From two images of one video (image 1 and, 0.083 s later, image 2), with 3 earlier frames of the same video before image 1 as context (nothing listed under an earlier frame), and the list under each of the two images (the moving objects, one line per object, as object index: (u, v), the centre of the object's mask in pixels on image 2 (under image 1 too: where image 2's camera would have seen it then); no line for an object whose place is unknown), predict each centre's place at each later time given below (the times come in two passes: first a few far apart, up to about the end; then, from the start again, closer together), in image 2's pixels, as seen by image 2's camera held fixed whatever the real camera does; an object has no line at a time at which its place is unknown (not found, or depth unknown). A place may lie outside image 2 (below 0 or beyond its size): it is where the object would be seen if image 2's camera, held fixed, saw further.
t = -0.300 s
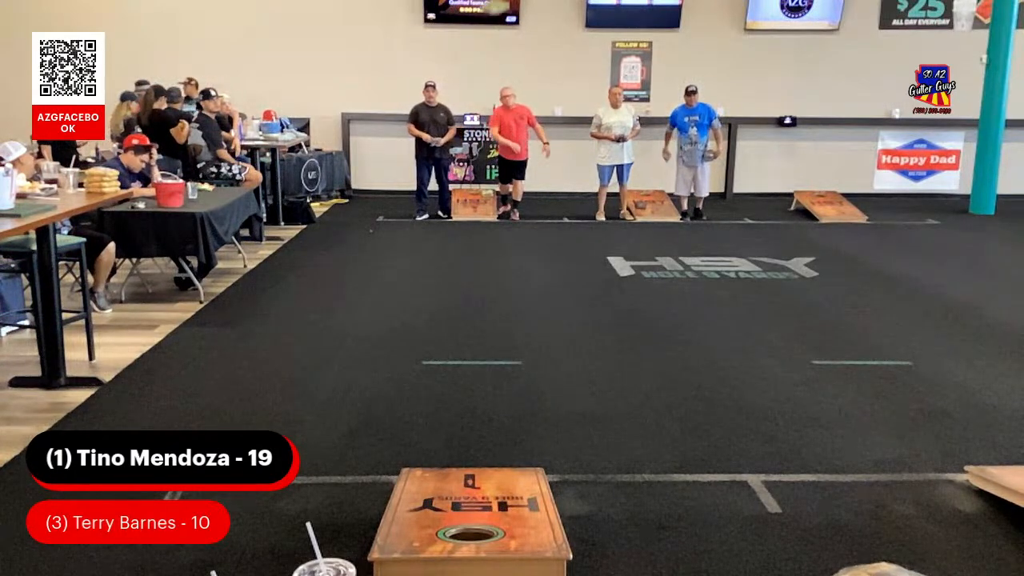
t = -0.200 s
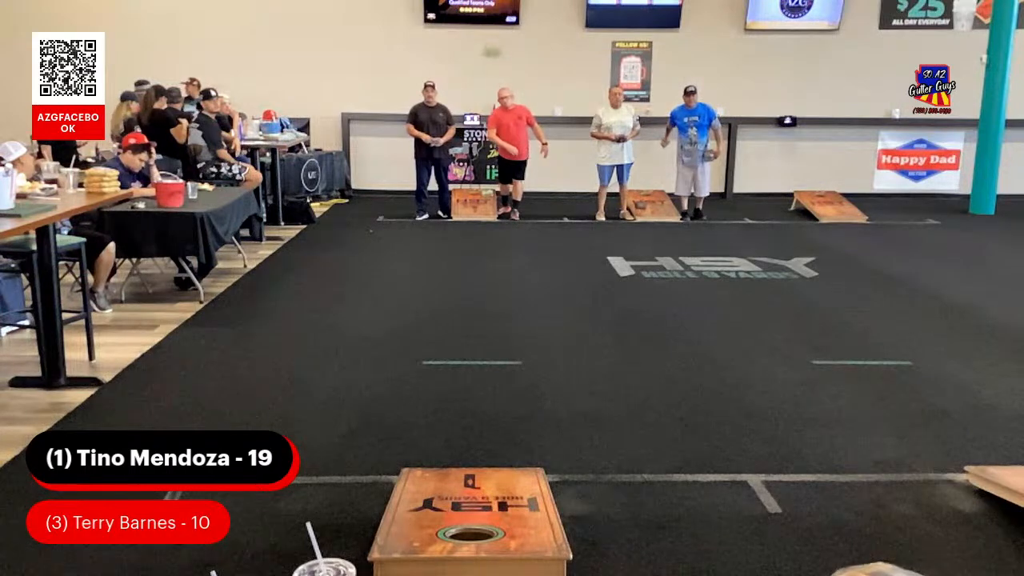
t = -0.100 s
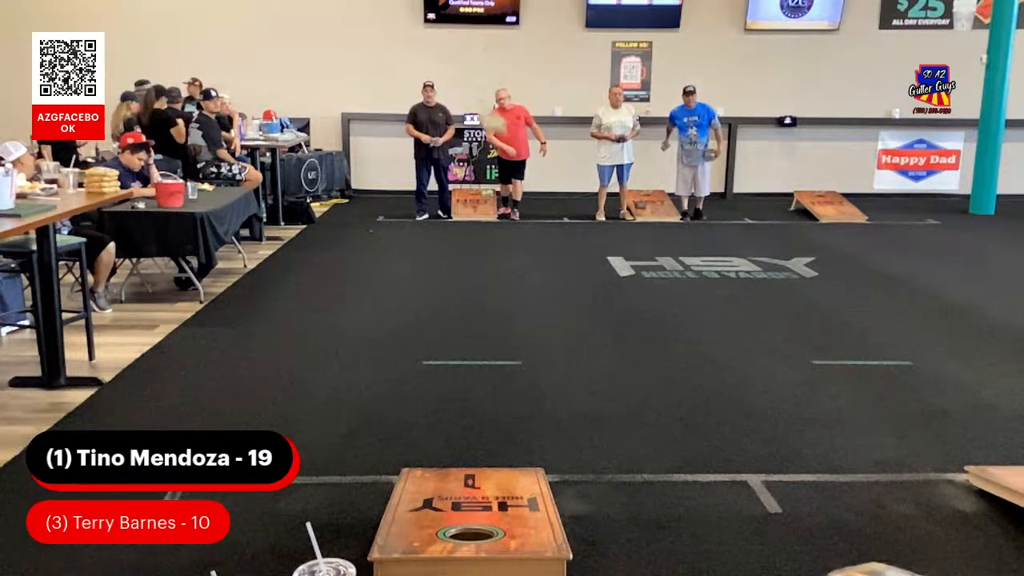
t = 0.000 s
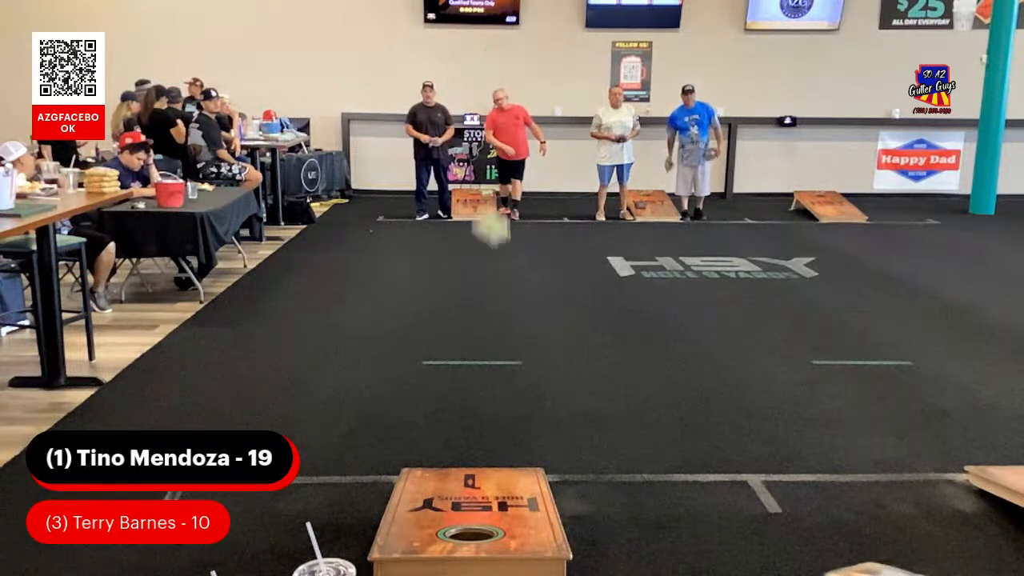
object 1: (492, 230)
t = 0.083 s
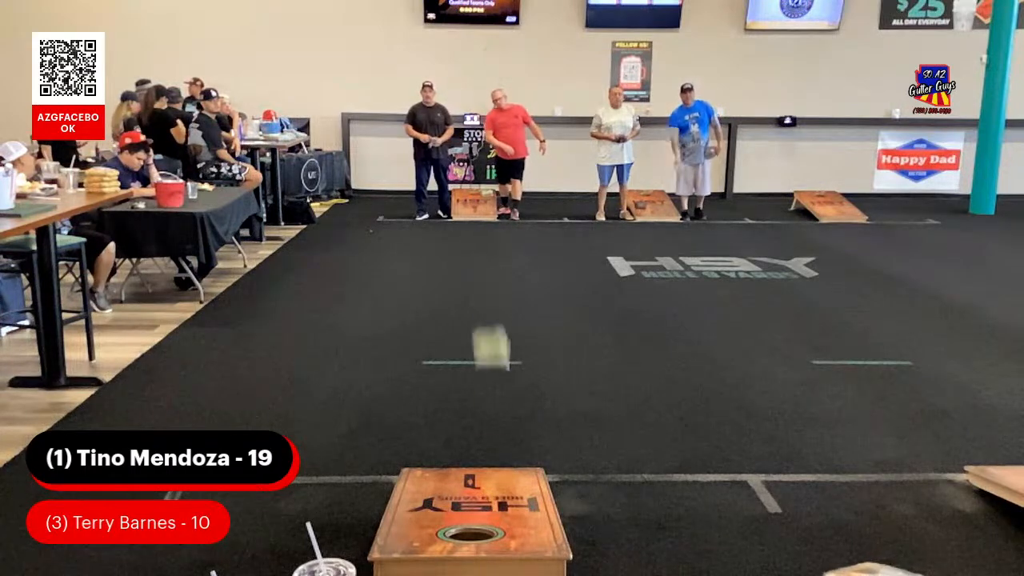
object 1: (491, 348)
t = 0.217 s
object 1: (490, 482)
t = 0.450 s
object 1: (491, 512)
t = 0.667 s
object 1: (492, 515)
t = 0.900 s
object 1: (492, 515)
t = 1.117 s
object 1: (492, 515)
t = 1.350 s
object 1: (492, 515)
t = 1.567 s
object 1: (492, 515)
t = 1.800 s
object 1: (492, 515)
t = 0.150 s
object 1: (492, 468)
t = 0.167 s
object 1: (490, 479)
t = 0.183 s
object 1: (490, 480)
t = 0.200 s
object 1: (490, 481)
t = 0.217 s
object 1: (490, 482)
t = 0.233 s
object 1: (490, 485)
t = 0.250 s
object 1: (491, 488)
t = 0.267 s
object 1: (491, 492)
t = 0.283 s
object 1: (491, 495)
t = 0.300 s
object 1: (491, 497)
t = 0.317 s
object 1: (491, 499)
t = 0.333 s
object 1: (491, 502)
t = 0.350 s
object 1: (491, 503)
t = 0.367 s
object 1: (491, 505)
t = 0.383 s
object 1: (491, 506)
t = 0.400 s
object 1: (491, 508)
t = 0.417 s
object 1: (491, 509)
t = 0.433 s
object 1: (491, 511)
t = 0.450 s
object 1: (491, 512)
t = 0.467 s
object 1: (491, 513)
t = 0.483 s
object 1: (491, 514)
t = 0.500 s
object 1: (491, 514)
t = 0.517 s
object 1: (491, 514)
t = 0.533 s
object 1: (491, 515)
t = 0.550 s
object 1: (491, 515)
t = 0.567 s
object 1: (491, 515)
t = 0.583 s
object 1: (491, 515)
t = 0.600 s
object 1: (492, 515)
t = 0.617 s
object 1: (492, 515)
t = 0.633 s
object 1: (492, 515)
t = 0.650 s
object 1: (492, 515)
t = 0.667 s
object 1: (492, 515)
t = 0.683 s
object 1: (492, 515)
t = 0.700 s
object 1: (492, 515)
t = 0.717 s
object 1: (492, 515)
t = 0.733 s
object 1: (492, 515)
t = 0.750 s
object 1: (492, 515)
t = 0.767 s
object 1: (492, 515)
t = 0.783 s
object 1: (492, 515)
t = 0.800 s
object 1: (492, 515)
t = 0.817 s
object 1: (492, 515)
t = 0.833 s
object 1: (492, 515)
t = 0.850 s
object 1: (492, 515)
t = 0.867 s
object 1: (492, 515)
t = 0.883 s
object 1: (492, 515)
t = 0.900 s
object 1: (492, 515)
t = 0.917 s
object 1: (492, 515)
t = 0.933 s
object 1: (492, 515)
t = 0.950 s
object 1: (492, 515)
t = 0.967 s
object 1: (492, 515)
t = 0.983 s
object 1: (492, 515)
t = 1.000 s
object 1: (492, 515)
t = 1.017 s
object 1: (492, 515)
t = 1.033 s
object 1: (492, 515)
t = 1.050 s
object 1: (492, 515)
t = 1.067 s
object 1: (492, 515)
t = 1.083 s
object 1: (492, 515)
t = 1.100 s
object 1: (492, 515)
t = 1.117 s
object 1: (492, 515)
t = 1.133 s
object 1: (492, 515)
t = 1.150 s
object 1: (492, 515)
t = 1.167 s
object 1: (492, 515)
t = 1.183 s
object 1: (492, 515)
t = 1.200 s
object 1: (492, 515)
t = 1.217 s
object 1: (492, 515)
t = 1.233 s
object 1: (492, 515)
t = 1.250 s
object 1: (492, 515)
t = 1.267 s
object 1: (492, 515)
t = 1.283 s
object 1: (492, 515)
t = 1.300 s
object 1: (492, 515)
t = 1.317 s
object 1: (492, 515)
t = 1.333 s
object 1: (492, 515)
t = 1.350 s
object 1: (492, 515)
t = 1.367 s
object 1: (492, 515)
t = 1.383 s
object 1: (492, 515)
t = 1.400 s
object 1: (492, 515)
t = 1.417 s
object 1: (492, 515)
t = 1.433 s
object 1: (492, 515)
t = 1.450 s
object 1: (492, 515)
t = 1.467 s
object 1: (492, 515)
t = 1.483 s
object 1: (492, 515)
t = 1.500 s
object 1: (492, 515)
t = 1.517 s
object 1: (492, 515)
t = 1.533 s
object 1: (492, 515)
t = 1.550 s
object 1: (492, 515)
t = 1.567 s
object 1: (492, 515)
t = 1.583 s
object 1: (492, 515)
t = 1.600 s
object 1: (492, 515)
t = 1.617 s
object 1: (492, 515)
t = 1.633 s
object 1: (492, 515)
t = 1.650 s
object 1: (492, 515)
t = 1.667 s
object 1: (492, 515)
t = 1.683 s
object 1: (492, 515)
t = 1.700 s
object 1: (492, 515)
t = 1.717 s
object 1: (492, 515)
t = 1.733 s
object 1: (492, 515)
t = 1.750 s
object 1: (492, 515)
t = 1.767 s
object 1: (492, 515)
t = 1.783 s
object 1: (492, 515)
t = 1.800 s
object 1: (492, 515)
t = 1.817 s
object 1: (492, 515)
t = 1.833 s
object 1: (492, 515)
